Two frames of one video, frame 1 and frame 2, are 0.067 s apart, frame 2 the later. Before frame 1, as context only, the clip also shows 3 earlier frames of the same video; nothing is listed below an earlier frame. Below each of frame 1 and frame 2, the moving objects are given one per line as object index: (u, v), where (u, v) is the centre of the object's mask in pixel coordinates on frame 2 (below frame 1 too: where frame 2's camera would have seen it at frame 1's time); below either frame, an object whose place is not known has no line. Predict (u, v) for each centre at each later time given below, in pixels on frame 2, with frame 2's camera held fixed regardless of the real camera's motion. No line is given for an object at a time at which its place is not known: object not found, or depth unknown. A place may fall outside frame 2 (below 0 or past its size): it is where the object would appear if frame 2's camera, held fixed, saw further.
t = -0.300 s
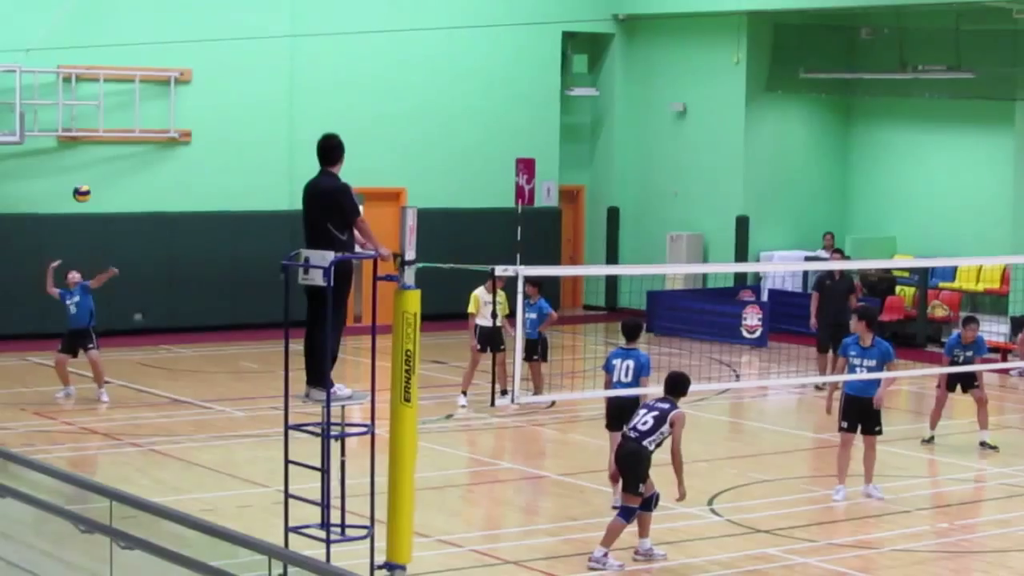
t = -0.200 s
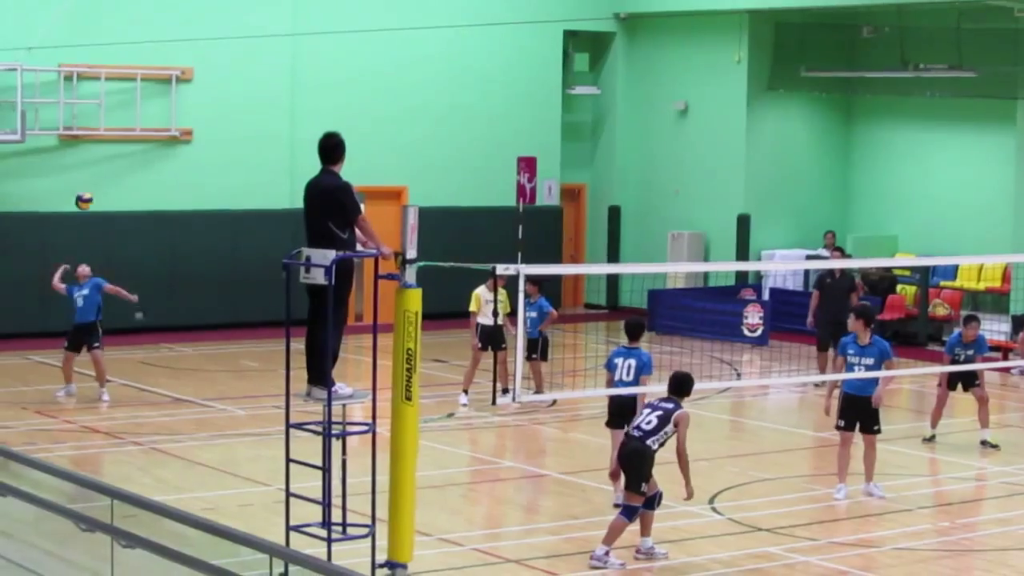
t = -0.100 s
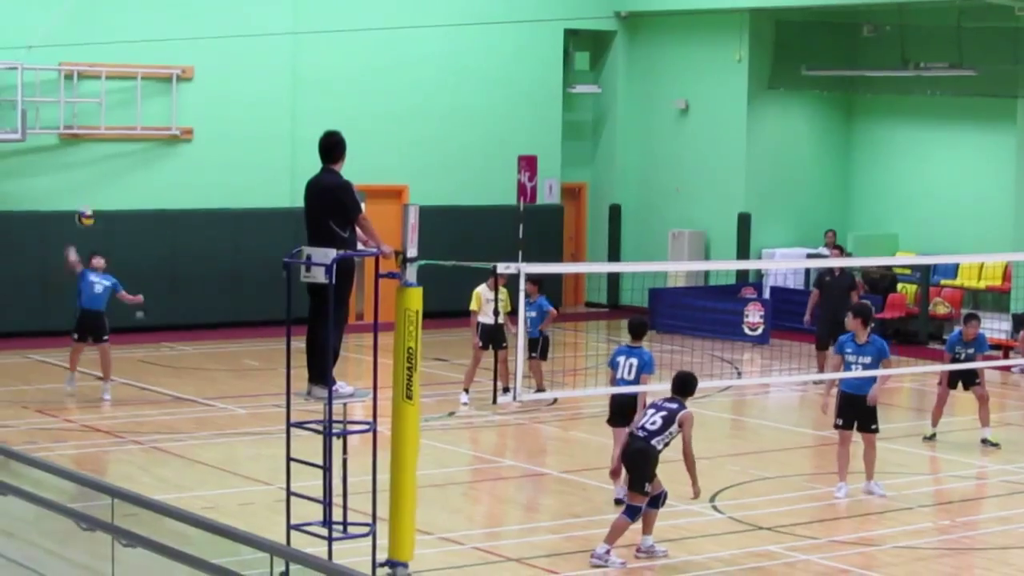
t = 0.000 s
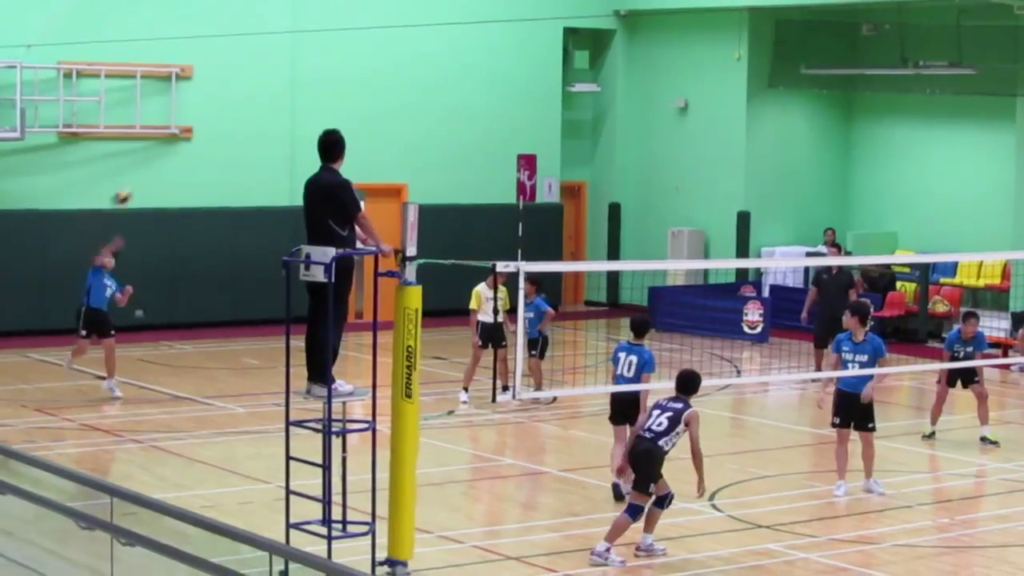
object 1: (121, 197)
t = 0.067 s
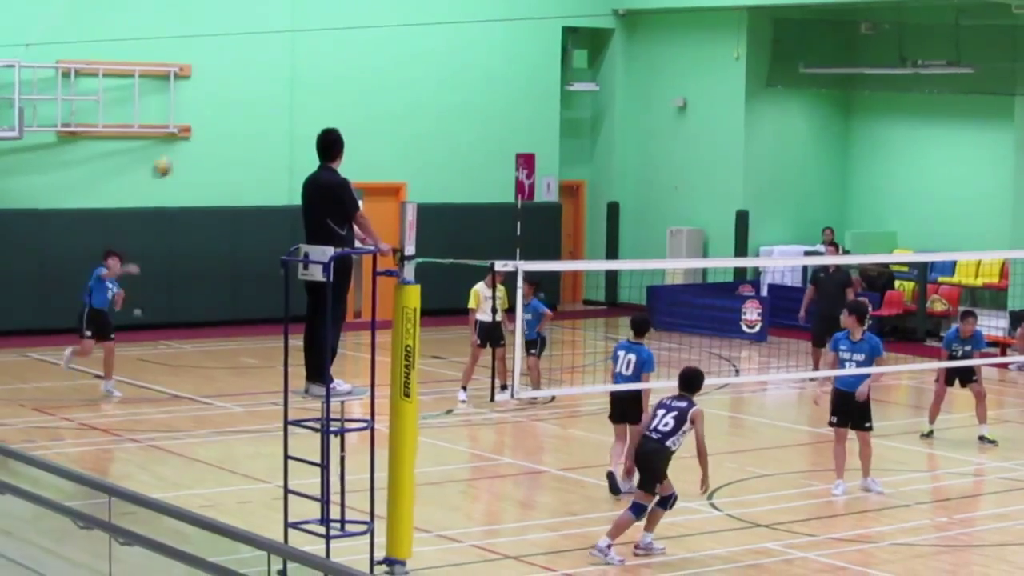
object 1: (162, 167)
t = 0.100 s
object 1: (184, 155)
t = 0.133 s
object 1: (207, 142)
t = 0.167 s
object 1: (231, 130)
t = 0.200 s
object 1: (254, 119)
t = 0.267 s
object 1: (301, 103)
